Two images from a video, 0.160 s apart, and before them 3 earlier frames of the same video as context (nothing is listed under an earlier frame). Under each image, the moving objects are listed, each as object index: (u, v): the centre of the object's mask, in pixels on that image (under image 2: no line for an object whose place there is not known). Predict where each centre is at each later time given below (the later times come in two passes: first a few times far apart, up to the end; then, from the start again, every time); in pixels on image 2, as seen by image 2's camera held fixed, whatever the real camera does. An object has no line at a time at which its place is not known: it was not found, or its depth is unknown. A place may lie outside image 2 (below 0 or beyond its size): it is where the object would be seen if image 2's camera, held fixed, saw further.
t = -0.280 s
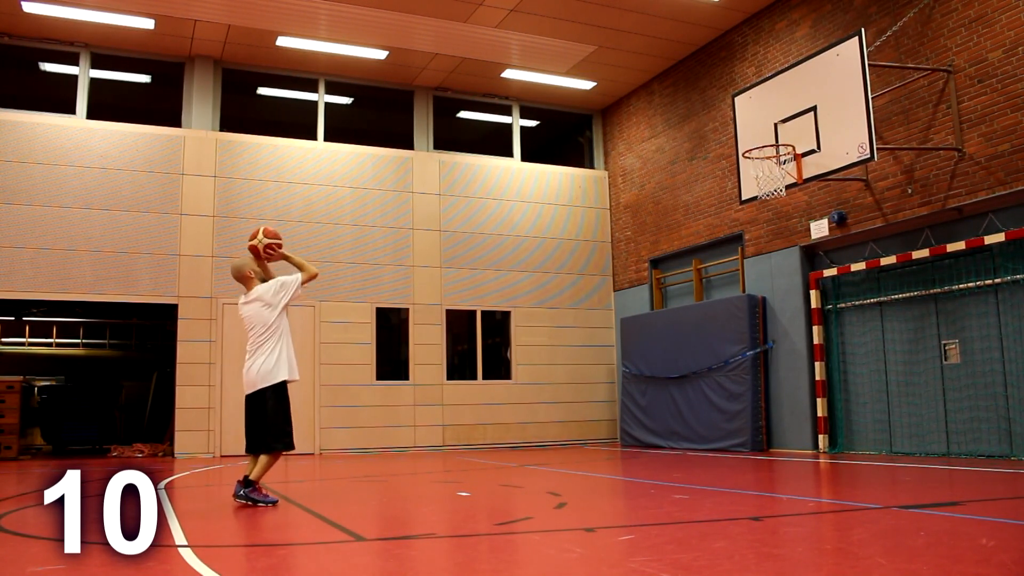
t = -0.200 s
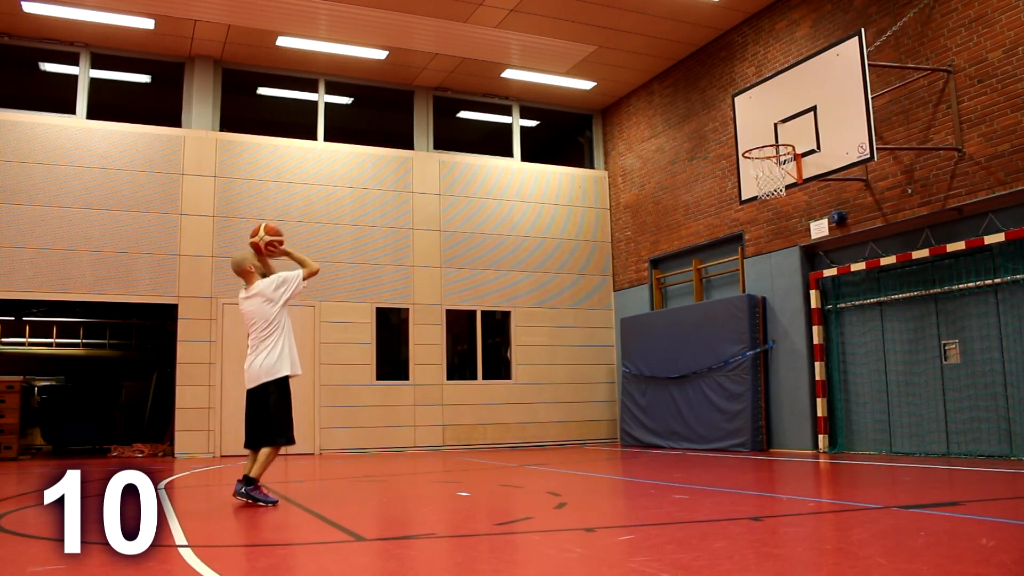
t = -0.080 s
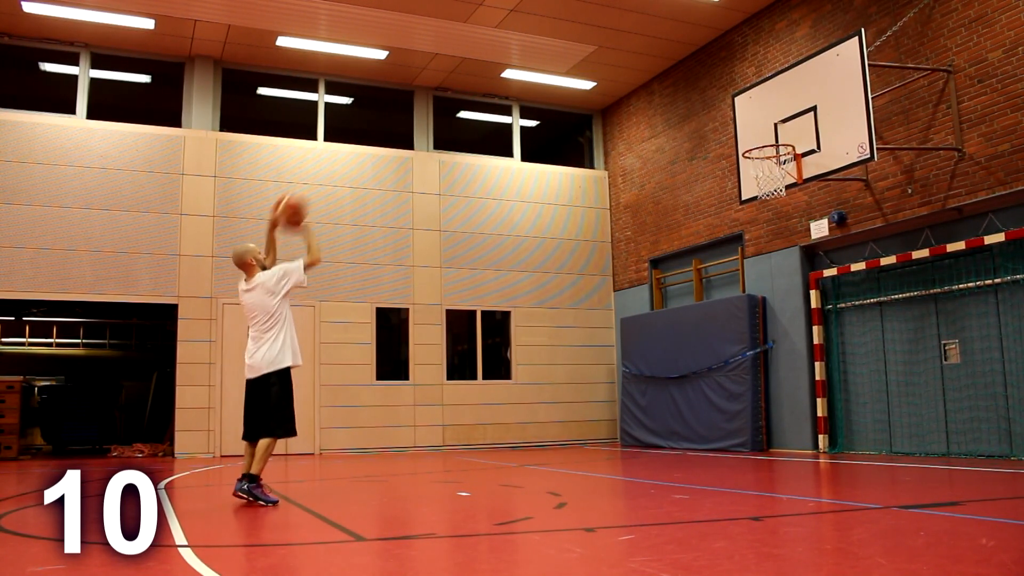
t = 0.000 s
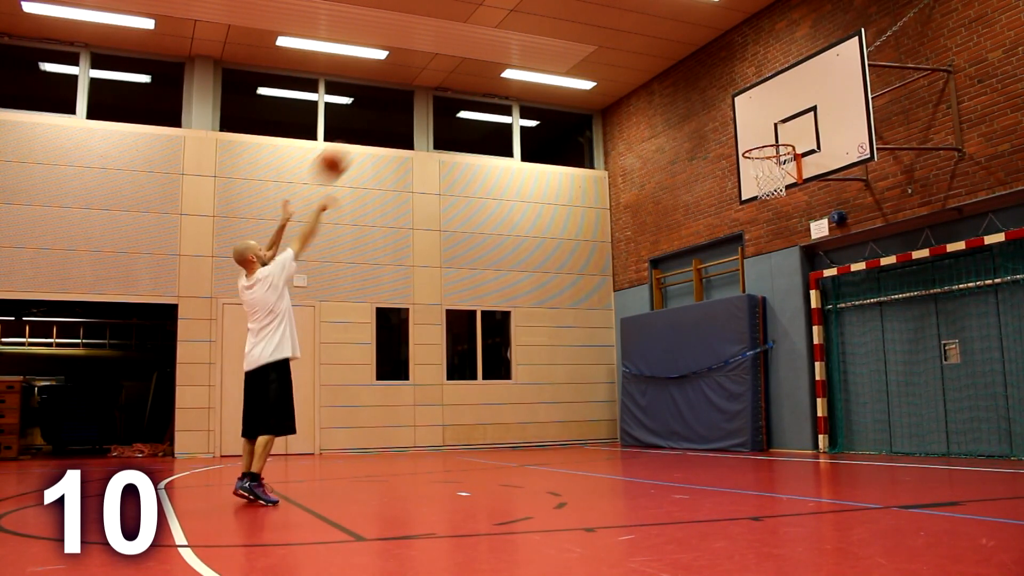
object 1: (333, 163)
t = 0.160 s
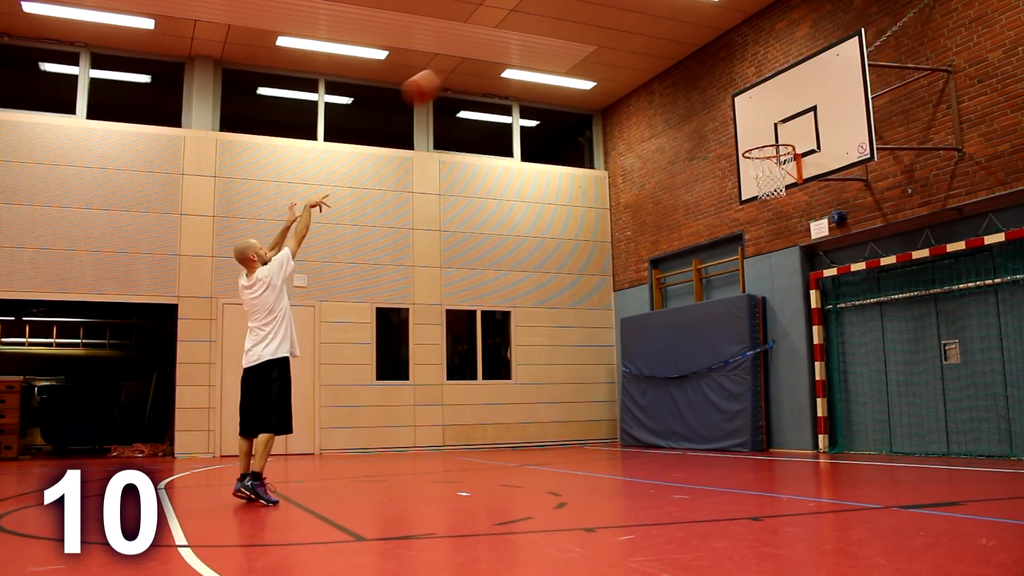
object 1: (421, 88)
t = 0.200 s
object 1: (443, 75)
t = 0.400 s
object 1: (542, 42)
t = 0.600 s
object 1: (632, 54)
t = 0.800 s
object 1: (714, 103)
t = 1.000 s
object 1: (782, 175)
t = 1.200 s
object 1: (787, 198)
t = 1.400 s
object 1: (792, 264)
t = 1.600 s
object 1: (800, 383)
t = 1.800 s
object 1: (795, 406)
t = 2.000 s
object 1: (779, 333)
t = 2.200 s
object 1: (764, 306)
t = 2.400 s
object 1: (753, 325)
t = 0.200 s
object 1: (443, 75)
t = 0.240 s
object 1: (464, 65)
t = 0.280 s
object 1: (485, 57)
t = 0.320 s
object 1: (504, 50)
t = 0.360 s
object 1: (524, 45)
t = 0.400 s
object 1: (542, 42)
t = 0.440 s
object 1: (561, 41)
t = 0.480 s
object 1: (579, 41)
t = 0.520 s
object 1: (597, 44)
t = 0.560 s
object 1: (614, 48)
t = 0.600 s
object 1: (632, 54)
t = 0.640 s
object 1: (649, 60)
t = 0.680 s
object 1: (665, 69)
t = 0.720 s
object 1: (681, 79)
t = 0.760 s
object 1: (698, 89)
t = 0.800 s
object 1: (714, 103)
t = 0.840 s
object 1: (728, 116)
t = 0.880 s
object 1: (746, 133)
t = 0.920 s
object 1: (765, 151)
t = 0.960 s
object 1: (775, 167)
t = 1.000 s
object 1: (782, 175)
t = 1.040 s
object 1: (781, 178)
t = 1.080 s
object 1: (783, 181)
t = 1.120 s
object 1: (785, 186)
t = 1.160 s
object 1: (786, 191)
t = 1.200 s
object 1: (787, 198)
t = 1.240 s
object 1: (788, 206)
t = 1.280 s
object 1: (788, 218)
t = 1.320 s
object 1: (789, 231)
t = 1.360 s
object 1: (790, 246)
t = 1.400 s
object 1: (792, 264)
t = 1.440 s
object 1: (793, 283)
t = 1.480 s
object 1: (795, 305)
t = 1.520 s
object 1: (796, 330)
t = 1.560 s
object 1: (798, 355)
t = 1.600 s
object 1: (800, 383)
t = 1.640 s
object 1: (801, 415)
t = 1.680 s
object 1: (804, 444)
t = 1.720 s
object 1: (802, 445)
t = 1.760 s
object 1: (799, 425)
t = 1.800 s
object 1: (795, 406)
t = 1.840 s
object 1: (791, 387)
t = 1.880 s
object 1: (788, 371)
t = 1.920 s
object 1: (784, 357)
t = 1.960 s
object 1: (782, 343)
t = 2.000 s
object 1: (779, 333)
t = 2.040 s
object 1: (775, 324)
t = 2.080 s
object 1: (772, 316)
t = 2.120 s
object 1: (769, 311)
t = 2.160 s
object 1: (767, 308)
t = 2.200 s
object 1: (764, 306)
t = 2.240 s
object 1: (762, 306)
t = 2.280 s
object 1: (759, 308)
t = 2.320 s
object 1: (757, 312)
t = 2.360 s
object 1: (755, 318)
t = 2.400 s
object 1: (753, 325)
